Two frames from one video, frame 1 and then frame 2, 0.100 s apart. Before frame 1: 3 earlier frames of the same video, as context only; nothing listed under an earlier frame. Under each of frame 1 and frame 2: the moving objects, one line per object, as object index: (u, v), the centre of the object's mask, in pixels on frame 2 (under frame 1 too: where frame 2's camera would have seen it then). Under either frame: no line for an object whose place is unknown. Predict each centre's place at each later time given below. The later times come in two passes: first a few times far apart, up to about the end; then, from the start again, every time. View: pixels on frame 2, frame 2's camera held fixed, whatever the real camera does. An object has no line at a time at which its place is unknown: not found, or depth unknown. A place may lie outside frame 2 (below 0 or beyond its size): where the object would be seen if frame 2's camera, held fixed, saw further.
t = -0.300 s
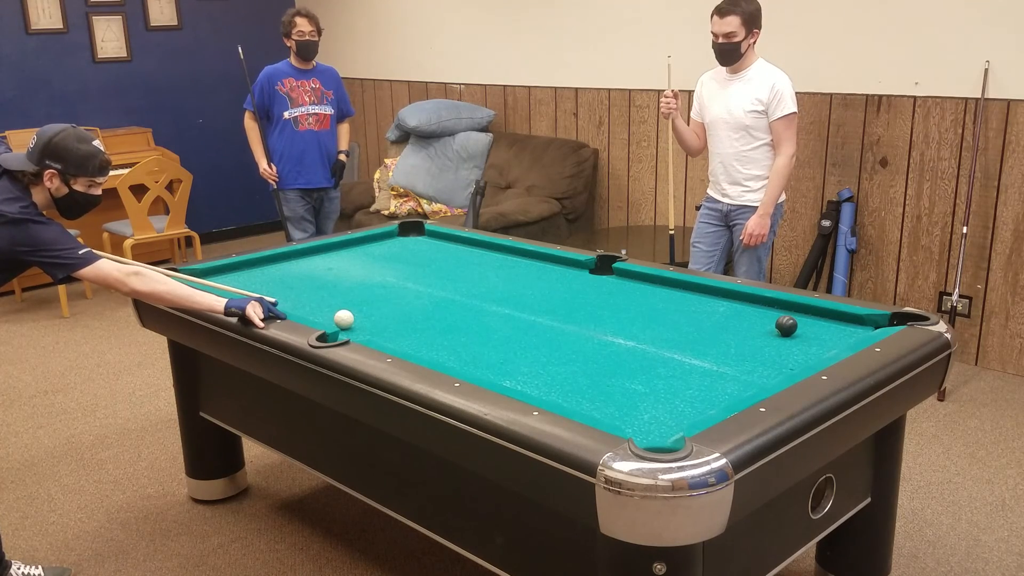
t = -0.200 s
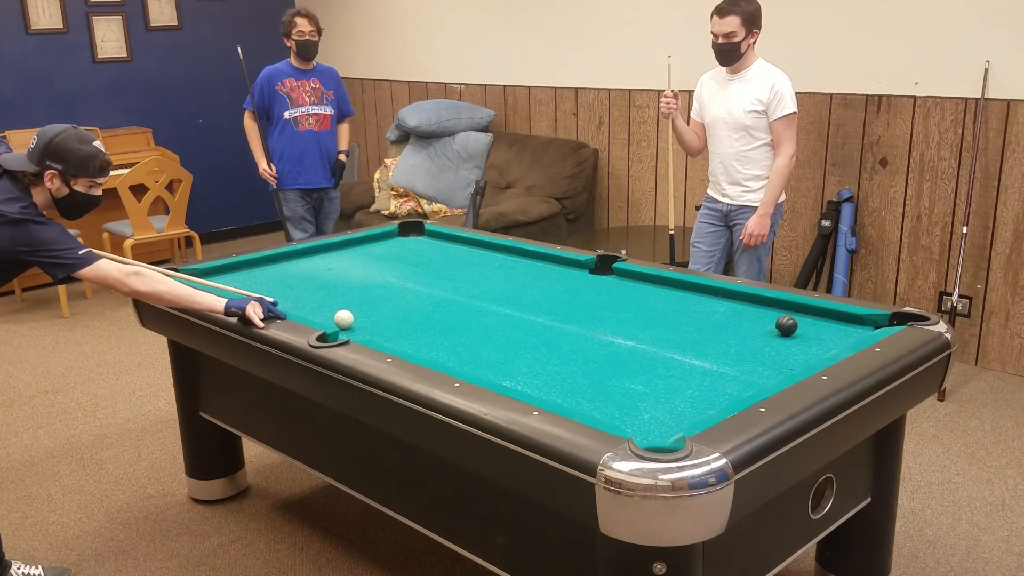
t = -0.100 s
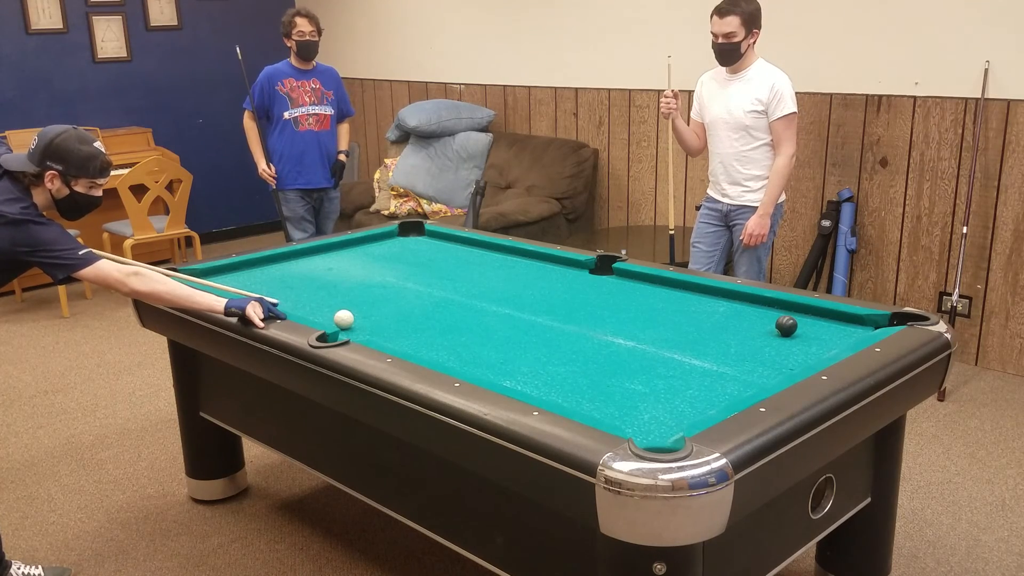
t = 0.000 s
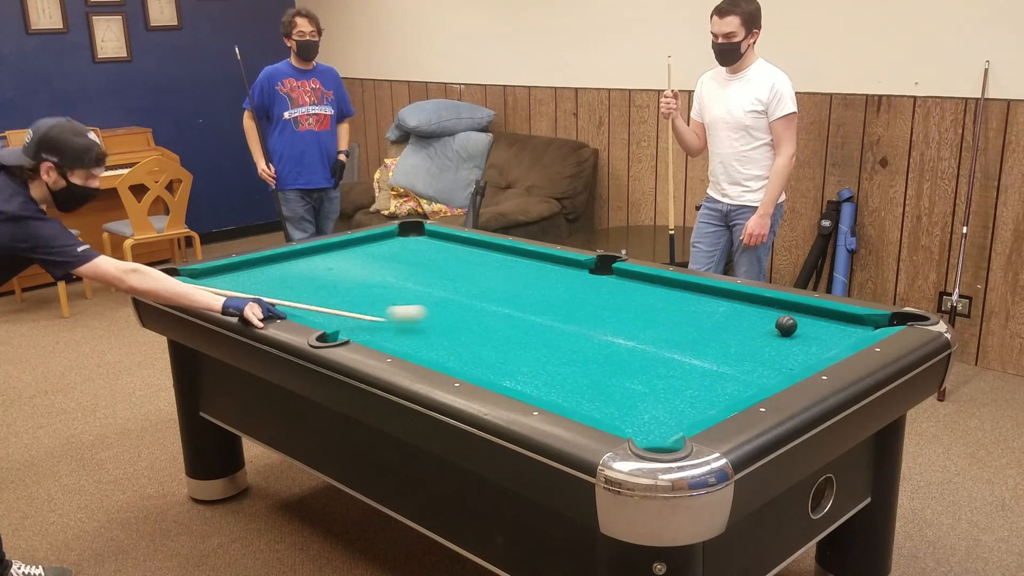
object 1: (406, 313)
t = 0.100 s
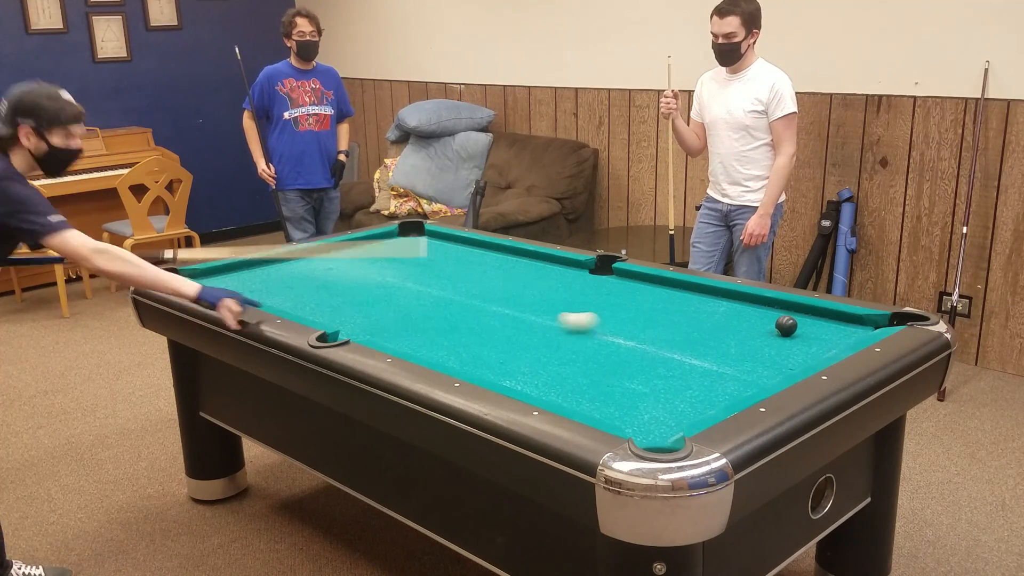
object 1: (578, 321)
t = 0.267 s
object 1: (774, 318)
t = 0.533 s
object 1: (844, 332)
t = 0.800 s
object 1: (835, 318)
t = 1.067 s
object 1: (775, 318)
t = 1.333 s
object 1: (719, 318)
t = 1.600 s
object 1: (667, 317)
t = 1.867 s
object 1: (619, 317)
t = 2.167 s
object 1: (569, 316)
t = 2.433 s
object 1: (528, 316)
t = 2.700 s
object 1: (490, 315)
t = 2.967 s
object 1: (455, 314)
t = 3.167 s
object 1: (431, 314)
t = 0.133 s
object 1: (635, 320)
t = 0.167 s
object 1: (693, 321)
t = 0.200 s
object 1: (752, 323)
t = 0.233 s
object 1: (769, 320)
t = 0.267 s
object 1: (774, 318)
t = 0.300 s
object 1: (779, 320)
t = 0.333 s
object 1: (785, 327)
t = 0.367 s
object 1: (792, 327)
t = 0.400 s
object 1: (800, 329)
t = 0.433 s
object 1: (810, 330)
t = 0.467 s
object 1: (820, 331)
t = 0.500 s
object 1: (831, 332)
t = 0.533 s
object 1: (844, 332)
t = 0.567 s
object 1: (857, 331)
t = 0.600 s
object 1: (858, 330)
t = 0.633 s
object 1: (855, 328)
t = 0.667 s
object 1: (852, 325)
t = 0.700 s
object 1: (850, 322)
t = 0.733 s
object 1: (850, 319)
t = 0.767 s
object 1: (843, 318)
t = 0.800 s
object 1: (835, 318)
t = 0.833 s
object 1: (827, 318)
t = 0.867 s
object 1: (820, 318)
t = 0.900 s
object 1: (812, 318)
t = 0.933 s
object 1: (805, 318)
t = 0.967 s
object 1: (797, 318)
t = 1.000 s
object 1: (790, 318)
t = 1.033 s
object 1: (782, 318)
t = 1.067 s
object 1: (775, 318)
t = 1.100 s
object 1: (767, 318)
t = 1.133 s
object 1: (760, 318)
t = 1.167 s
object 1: (753, 318)
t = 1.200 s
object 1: (746, 318)
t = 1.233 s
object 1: (739, 318)
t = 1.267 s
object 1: (732, 318)
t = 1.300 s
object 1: (726, 318)
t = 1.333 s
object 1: (719, 318)
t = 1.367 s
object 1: (712, 318)
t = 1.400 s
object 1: (705, 318)
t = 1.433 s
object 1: (699, 318)
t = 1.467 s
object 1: (692, 318)
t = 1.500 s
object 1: (686, 318)
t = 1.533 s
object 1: (679, 318)
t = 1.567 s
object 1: (673, 318)
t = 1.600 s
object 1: (667, 317)
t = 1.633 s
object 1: (661, 317)
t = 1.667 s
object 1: (655, 317)
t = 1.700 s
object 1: (648, 317)
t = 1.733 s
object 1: (642, 317)
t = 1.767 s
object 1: (636, 317)
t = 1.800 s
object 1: (631, 317)
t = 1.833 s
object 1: (625, 317)
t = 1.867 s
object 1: (619, 317)
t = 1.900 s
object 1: (613, 317)
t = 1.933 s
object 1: (607, 317)
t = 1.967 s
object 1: (602, 317)
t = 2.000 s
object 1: (596, 317)
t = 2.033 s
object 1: (591, 317)
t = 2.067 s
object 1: (585, 317)
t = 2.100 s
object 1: (580, 316)
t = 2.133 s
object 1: (574, 316)
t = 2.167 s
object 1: (569, 316)
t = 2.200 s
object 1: (564, 316)
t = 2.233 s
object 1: (558, 316)
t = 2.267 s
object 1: (553, 316)
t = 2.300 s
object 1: (548, 316)
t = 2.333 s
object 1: (543, 316)
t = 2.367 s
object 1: (538, 316)
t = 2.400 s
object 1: (533, 316)
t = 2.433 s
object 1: (528, 316)
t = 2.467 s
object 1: (523, 316)
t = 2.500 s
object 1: (518, 316)
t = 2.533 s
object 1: (513, 315)
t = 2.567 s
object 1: (509, 315)
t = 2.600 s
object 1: (504, 315)
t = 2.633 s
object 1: (499, 315)
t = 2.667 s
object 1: (495, 315)
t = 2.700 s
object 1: (490, 315)
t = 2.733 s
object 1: (485, 315)
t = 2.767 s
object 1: (481, 315)
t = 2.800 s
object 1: (477, 315)
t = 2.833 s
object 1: (472, 315)
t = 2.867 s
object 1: (468, 315)
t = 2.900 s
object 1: (463, 315)
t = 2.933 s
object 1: (459, 315)
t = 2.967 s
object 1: (455, 314)
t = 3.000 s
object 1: (451, 314)
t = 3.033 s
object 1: (446, 314)
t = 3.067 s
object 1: (442, 314)
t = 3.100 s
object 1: (438, 314)
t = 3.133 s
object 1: (434, 314)
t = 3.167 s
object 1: (431, 314)
